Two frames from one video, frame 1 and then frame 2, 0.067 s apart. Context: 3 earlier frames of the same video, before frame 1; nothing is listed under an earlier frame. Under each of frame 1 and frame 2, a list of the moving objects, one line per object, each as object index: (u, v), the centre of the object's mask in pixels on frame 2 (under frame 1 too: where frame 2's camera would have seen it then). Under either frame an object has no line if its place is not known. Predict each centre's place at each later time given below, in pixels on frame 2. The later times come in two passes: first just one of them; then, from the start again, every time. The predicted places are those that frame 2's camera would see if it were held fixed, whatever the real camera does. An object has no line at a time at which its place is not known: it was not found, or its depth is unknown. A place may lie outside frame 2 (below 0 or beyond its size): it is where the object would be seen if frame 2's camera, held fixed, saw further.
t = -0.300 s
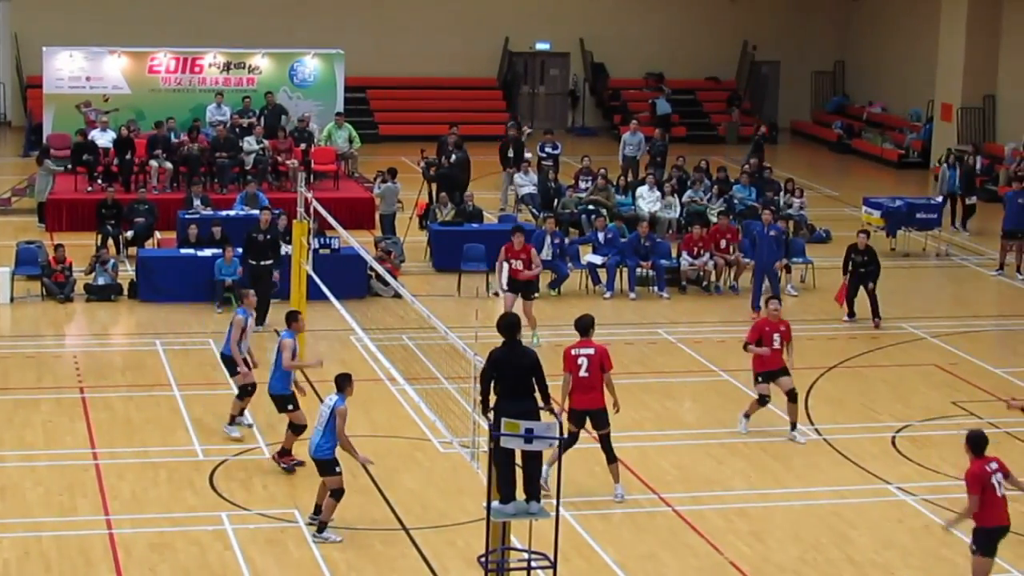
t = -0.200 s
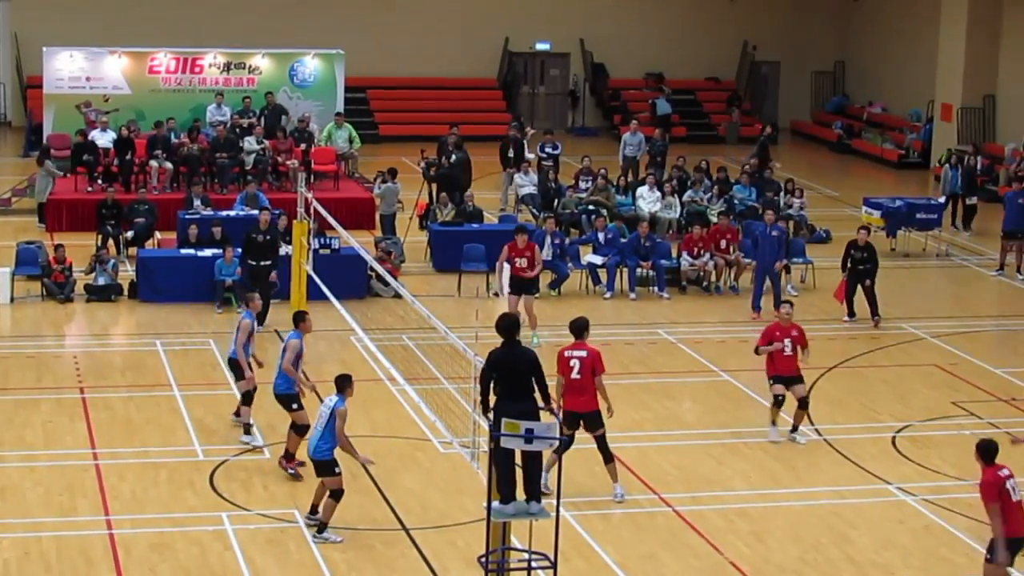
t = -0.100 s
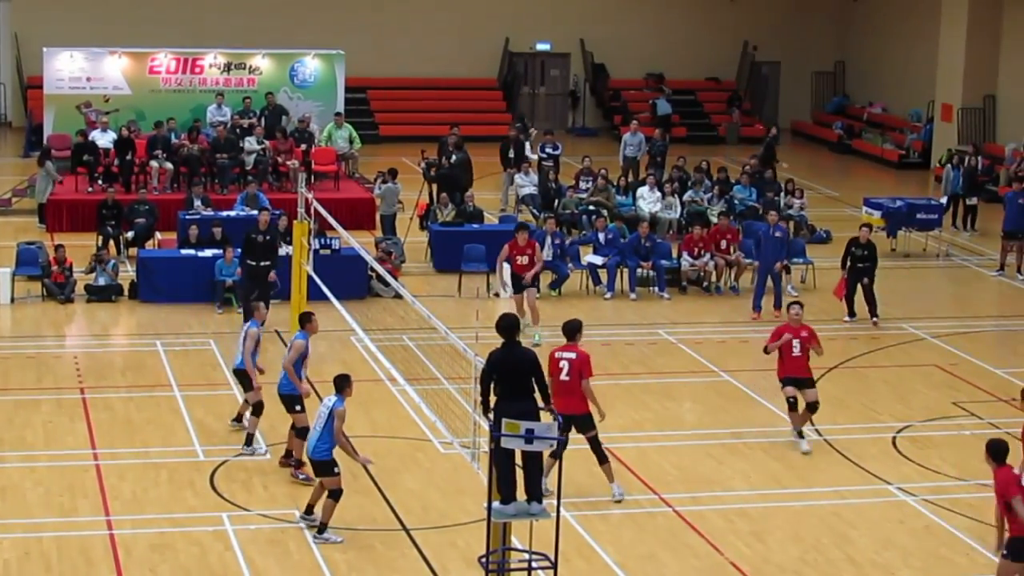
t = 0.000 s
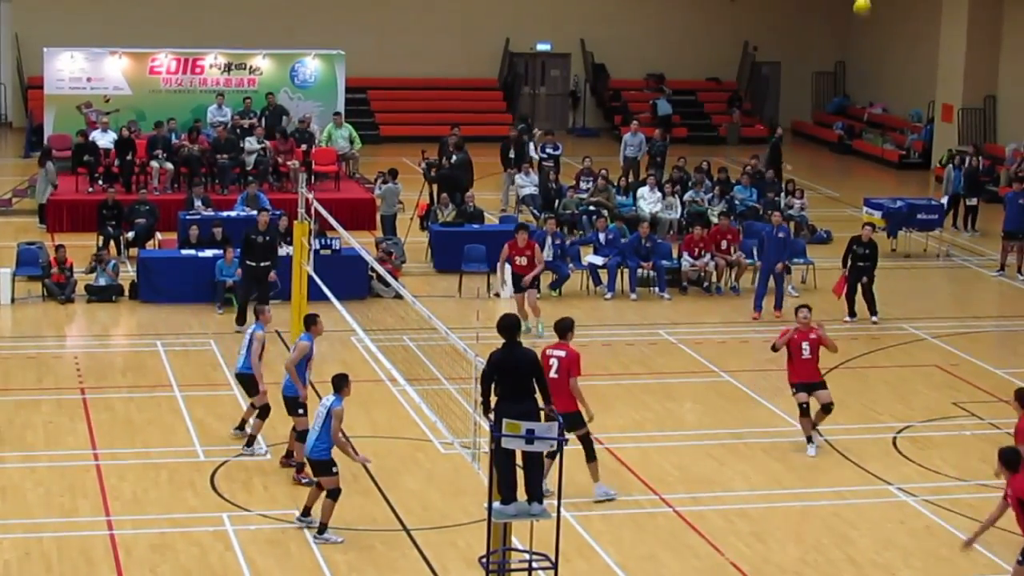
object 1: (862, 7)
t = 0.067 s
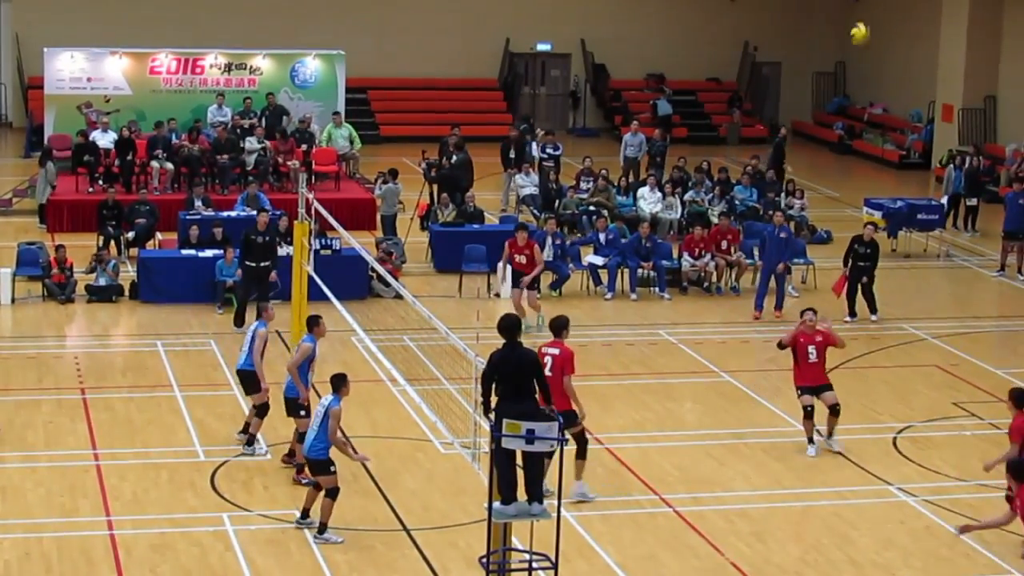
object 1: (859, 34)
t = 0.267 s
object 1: (848, 137)
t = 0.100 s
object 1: (858, 49)
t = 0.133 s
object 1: (856, 65)
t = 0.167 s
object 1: (854, 82)
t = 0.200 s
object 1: (852, 98)
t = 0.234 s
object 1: (850, 117)
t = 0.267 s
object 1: (848, 137)
